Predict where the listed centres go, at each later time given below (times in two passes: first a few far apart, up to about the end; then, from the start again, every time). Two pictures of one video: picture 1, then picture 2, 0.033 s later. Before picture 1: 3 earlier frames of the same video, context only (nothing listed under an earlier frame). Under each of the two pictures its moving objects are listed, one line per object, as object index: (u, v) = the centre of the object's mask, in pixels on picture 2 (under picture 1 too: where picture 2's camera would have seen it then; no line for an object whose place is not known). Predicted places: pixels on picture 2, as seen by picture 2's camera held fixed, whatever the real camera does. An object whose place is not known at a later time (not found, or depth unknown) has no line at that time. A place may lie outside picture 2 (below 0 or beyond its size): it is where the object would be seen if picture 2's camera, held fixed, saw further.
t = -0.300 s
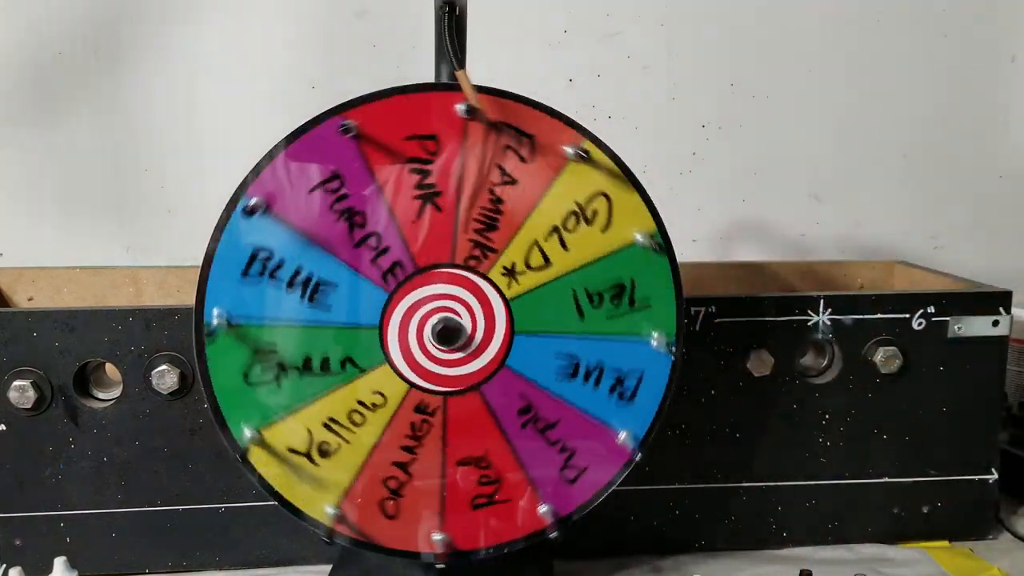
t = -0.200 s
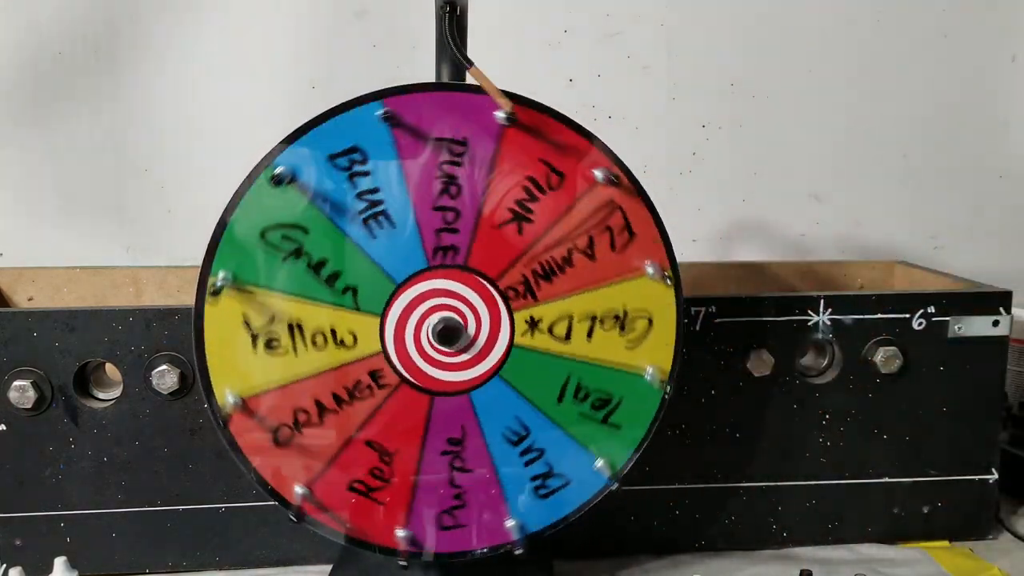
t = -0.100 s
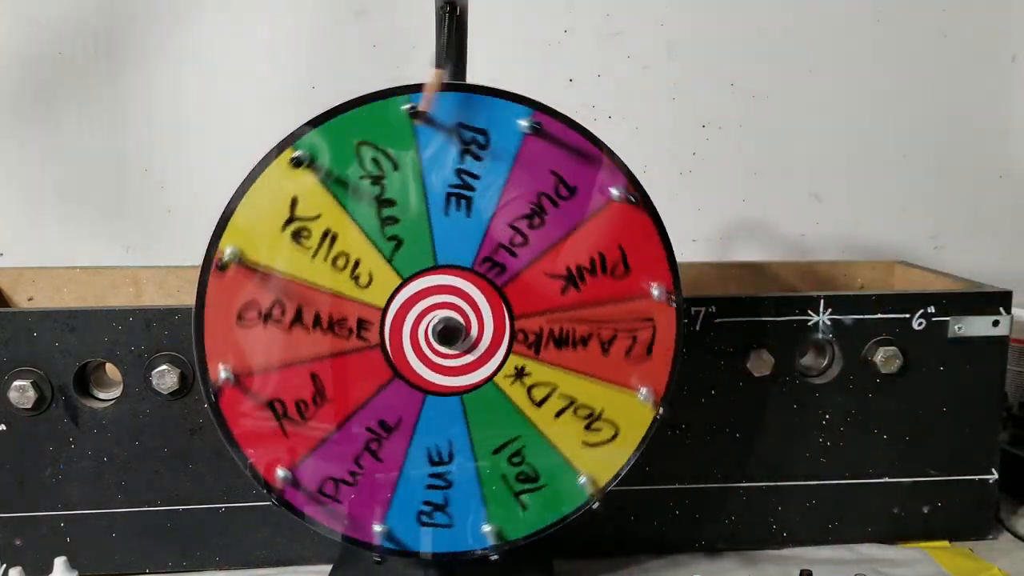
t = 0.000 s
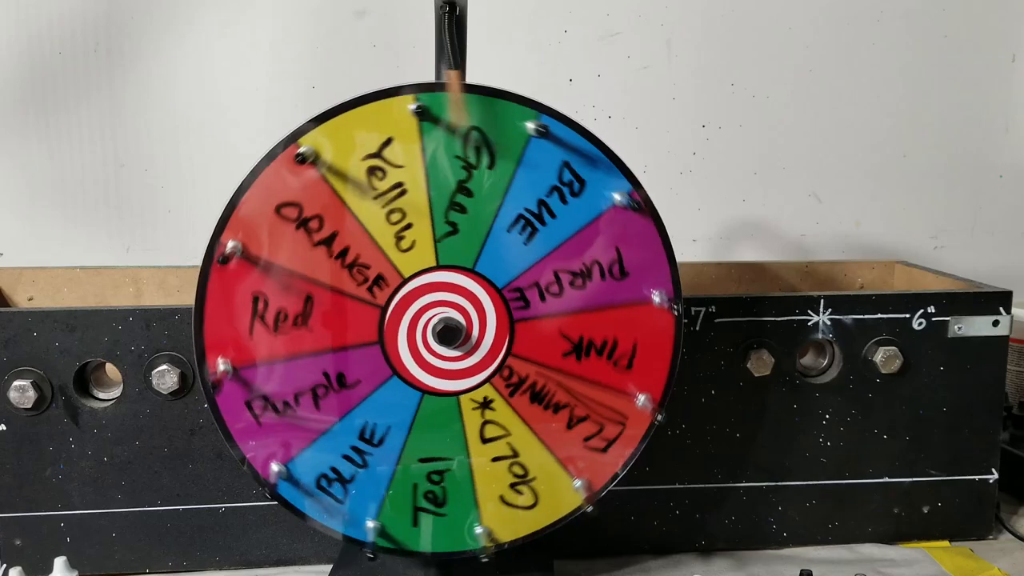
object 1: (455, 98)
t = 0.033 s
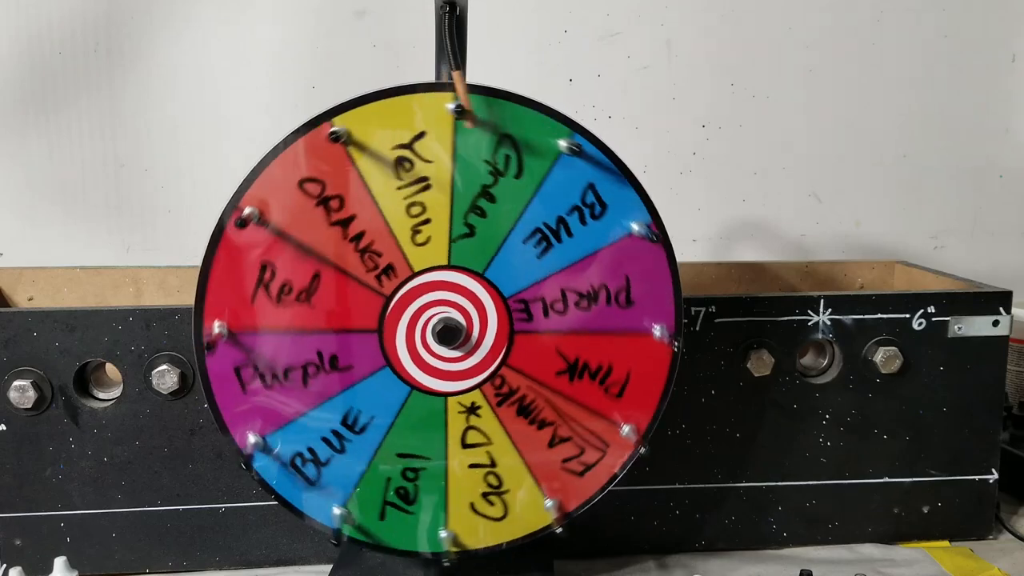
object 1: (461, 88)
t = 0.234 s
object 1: (471, 83)
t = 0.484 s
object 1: (489, 88)
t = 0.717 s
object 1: (441, 97)
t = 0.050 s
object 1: (474, 89)
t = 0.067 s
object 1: (486, 89)
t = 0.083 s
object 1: (488, 89)
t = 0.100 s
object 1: (425, 90)
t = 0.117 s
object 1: (466, 97)
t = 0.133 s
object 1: (448, 89)
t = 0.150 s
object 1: (456, 88)
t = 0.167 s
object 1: (466, 89)
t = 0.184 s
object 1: (476, 90)
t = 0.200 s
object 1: (484, 90)
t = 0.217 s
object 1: (488, 88)
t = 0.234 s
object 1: (471, 83)
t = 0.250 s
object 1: (430, 95)
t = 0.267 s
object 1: (462, 99)
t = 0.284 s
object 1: (444, 92)
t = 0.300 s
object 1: (446, 89)
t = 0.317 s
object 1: (450, 94)
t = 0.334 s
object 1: (456, 89)
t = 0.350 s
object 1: (462, 88)
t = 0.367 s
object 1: (468, 89)
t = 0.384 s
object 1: (473, 89)
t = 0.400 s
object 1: (477, 89)
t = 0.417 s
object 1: (481, 89)
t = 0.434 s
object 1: (484, 89)
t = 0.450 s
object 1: (487, 89)
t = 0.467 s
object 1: (488, 88)
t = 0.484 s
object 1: (489, 88)
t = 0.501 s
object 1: (489, 87)
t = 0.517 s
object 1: (489, 88)
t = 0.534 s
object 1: (468, 101)
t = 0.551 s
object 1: (428, 102)
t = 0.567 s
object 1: (468, 98)
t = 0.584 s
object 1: (419, 92)
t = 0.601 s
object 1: (465, 98)
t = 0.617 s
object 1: (430, 100)
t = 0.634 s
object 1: (449, 99)
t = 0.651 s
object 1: (442, 99)
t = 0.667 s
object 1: (443, 99)
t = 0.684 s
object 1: (444, 99)
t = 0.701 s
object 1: (445, 98)
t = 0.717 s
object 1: (441, 97)
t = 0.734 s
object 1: (444, 98)
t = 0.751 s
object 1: (444, 98)
